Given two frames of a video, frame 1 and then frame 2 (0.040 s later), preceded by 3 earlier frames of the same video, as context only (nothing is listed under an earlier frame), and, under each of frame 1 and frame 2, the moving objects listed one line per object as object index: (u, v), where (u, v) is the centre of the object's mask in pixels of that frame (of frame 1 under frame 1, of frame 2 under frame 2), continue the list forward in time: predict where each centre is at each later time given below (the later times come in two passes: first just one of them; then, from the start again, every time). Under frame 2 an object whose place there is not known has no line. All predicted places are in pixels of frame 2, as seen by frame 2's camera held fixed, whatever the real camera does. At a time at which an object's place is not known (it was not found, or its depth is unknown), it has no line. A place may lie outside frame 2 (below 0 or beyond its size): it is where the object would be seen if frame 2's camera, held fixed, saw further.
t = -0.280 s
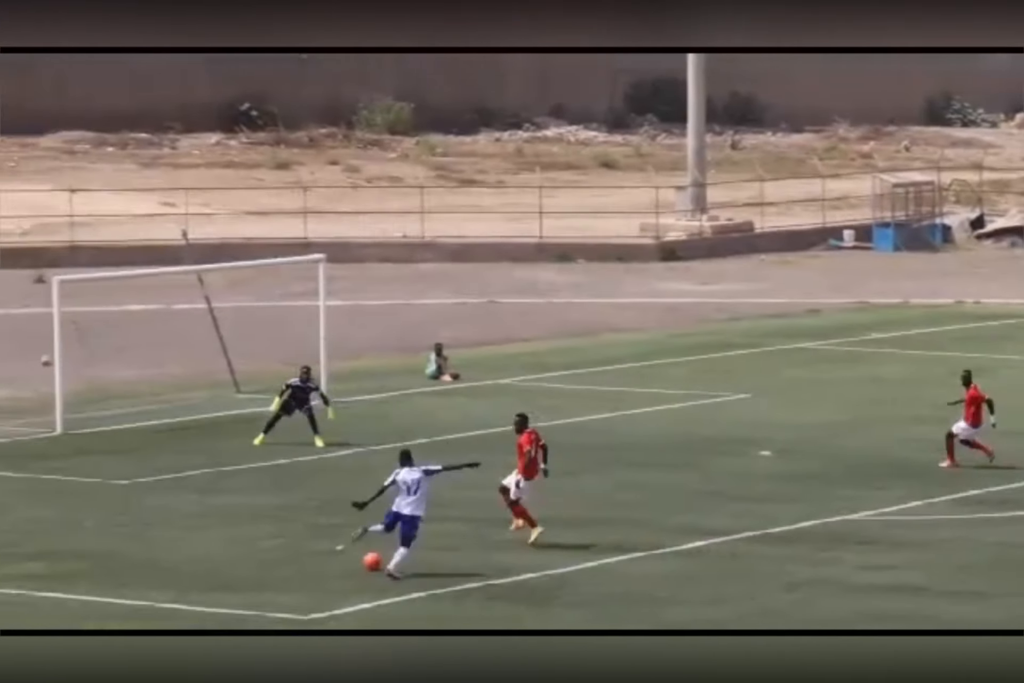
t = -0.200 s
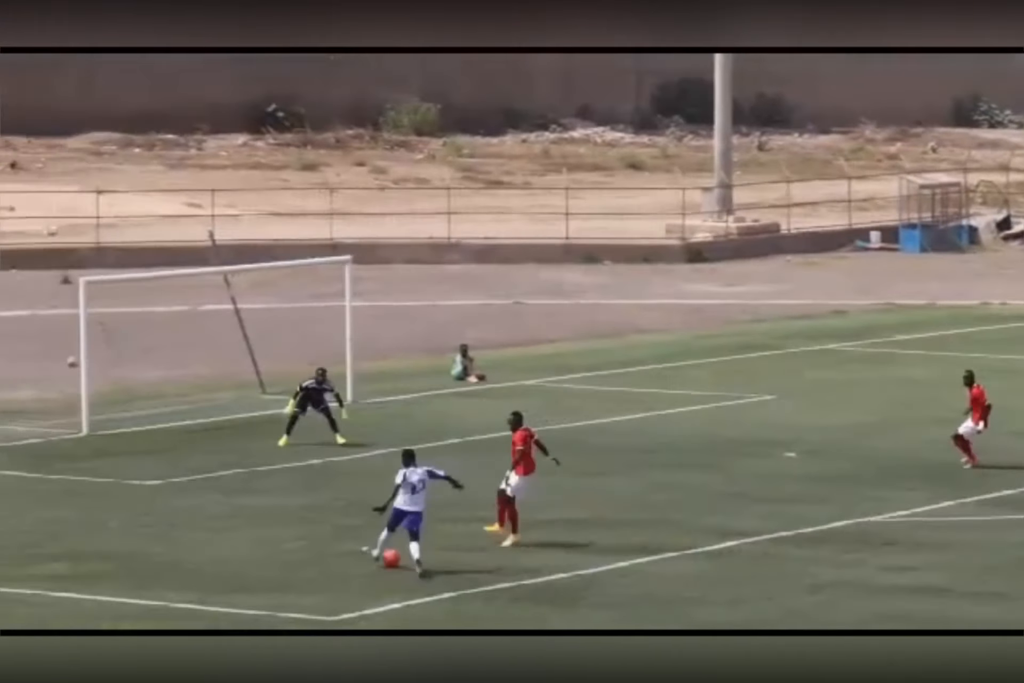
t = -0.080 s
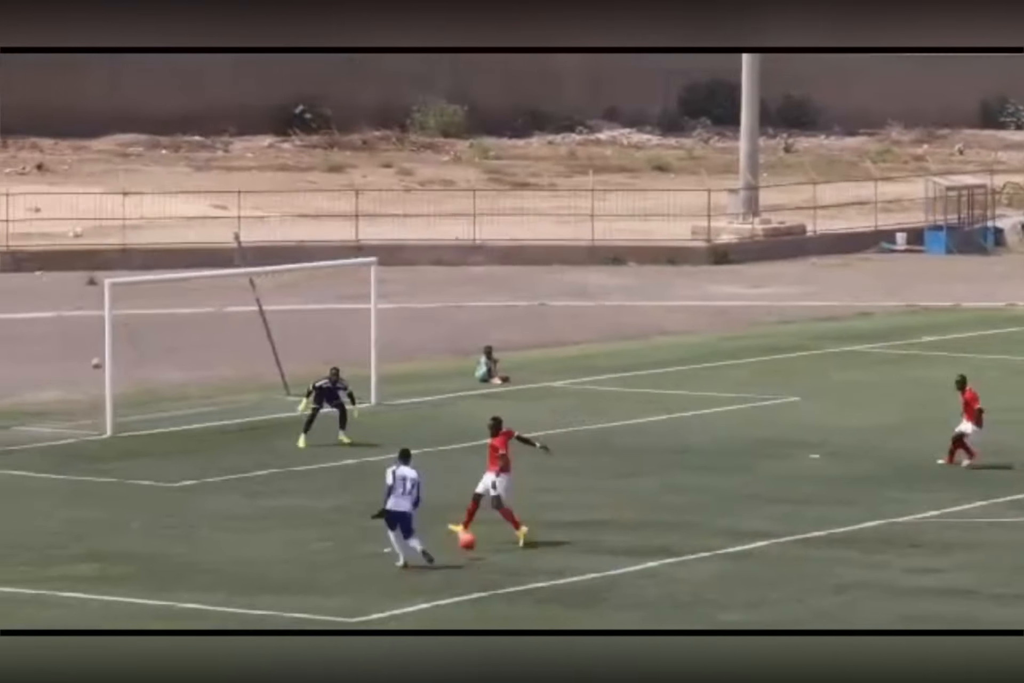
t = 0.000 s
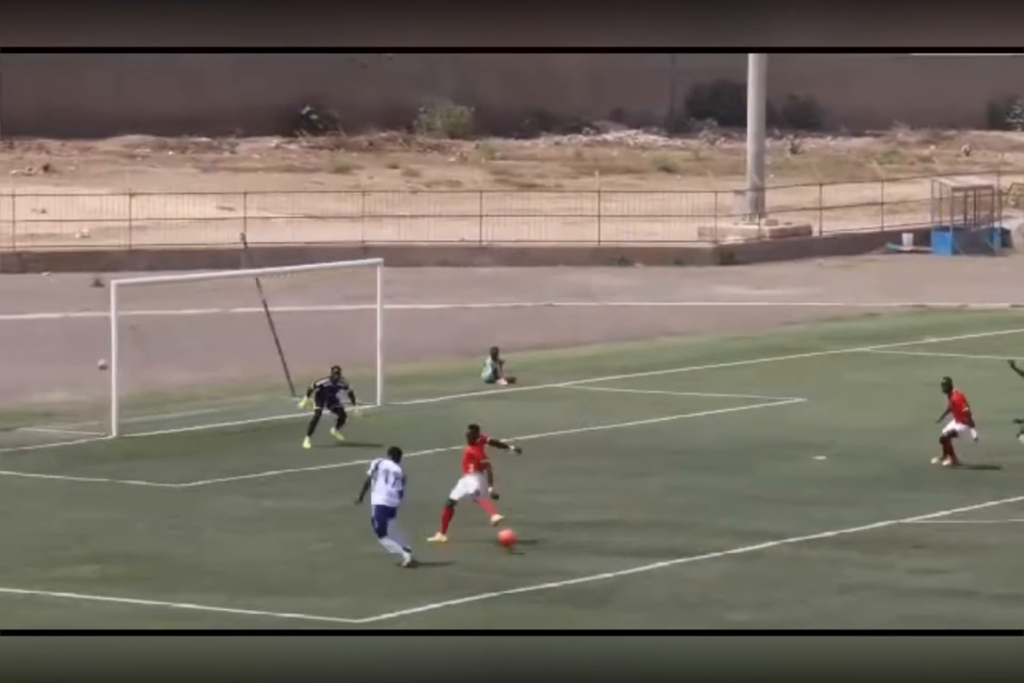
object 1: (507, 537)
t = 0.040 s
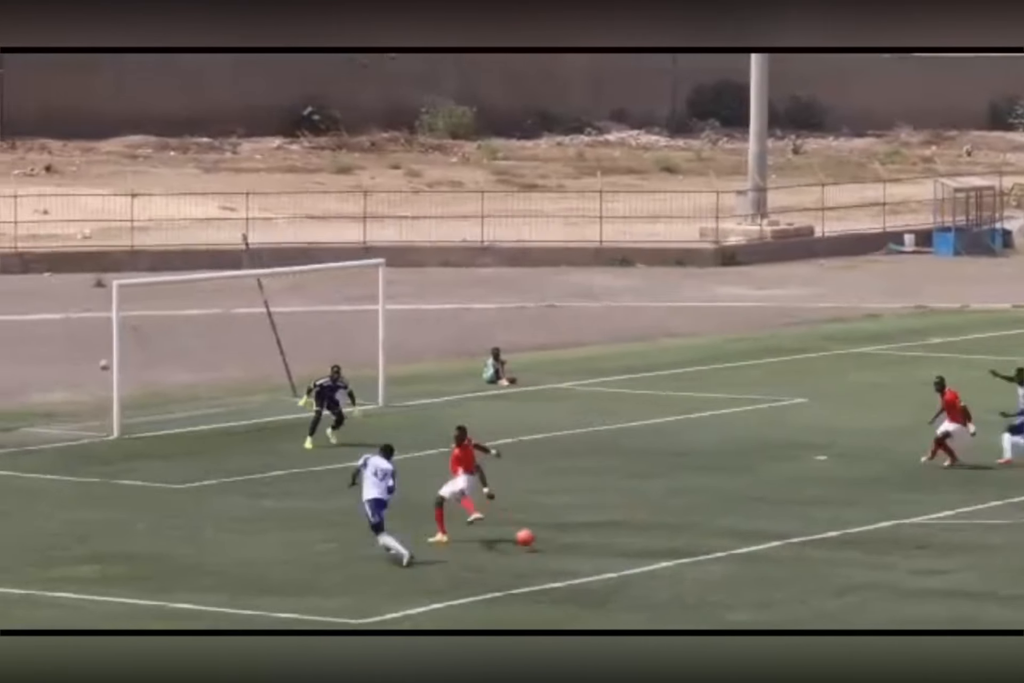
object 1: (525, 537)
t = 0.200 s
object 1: (582, 525)
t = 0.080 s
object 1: (542, 538)
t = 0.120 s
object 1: (557, 537)
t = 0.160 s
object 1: (570, 531)
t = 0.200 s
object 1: (582, 525)
